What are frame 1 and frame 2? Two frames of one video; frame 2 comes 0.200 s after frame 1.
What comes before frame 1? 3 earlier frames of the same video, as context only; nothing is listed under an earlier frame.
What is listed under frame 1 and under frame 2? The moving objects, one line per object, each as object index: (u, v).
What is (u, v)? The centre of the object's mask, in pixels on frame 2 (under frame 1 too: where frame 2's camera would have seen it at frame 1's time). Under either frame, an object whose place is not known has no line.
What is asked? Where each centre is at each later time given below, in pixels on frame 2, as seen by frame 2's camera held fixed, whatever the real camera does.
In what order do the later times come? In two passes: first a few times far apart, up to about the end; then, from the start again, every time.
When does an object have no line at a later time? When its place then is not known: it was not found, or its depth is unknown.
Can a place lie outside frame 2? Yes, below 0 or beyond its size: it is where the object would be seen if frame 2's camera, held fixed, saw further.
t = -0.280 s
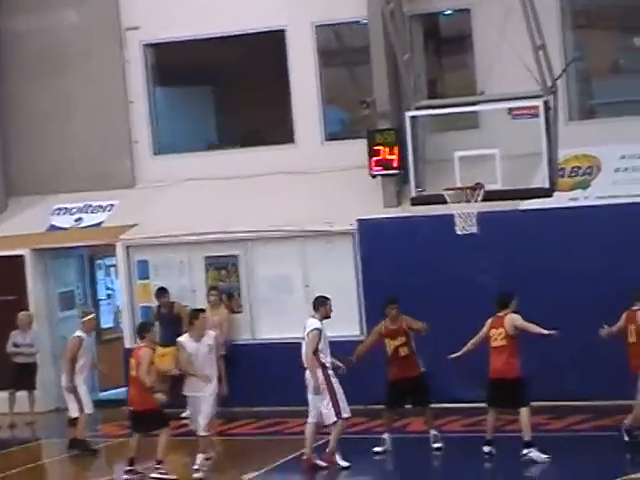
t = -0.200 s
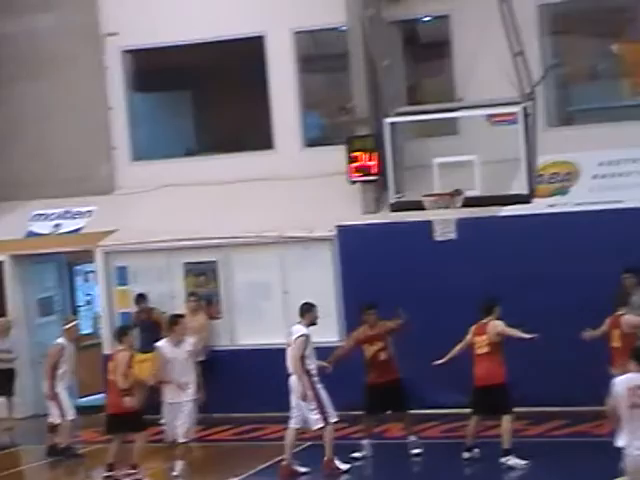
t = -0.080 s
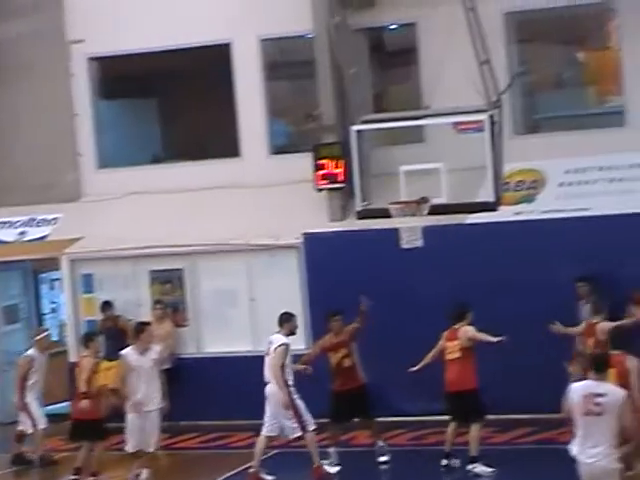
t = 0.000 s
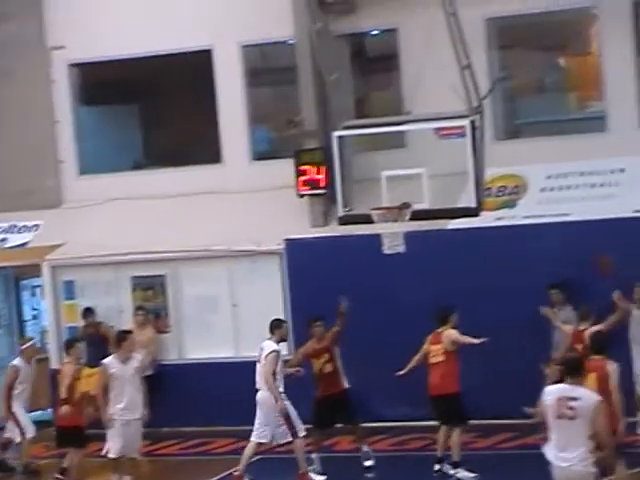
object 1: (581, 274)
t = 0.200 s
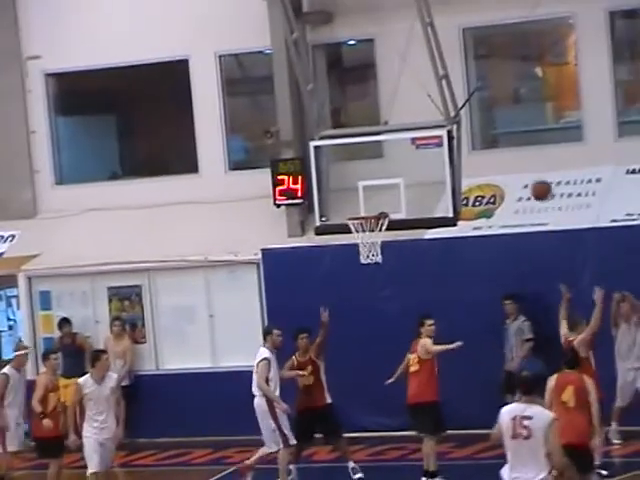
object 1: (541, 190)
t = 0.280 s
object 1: (524, 164)
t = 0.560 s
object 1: (461, 111)
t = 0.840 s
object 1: (395, 126)
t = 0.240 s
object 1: (532, 177)
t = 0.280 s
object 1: (524, 164)
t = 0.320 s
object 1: (514, 153)
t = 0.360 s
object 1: (505, 143)
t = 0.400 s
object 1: (495, 135)
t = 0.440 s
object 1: (489, 128)
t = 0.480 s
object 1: (480, 121)
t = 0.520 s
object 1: (470, 115)
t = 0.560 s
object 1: (461, 111)
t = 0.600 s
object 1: (452, 109)
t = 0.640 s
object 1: (443, 108)
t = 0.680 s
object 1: (434, 108)
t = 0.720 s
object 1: (425, 109)
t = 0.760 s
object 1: (415, 114)
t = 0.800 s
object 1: (405, 119)
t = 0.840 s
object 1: (395, 126)
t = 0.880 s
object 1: (385, 136)
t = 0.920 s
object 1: (374, 146)
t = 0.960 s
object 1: (365, 159)
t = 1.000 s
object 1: (355, 173)
